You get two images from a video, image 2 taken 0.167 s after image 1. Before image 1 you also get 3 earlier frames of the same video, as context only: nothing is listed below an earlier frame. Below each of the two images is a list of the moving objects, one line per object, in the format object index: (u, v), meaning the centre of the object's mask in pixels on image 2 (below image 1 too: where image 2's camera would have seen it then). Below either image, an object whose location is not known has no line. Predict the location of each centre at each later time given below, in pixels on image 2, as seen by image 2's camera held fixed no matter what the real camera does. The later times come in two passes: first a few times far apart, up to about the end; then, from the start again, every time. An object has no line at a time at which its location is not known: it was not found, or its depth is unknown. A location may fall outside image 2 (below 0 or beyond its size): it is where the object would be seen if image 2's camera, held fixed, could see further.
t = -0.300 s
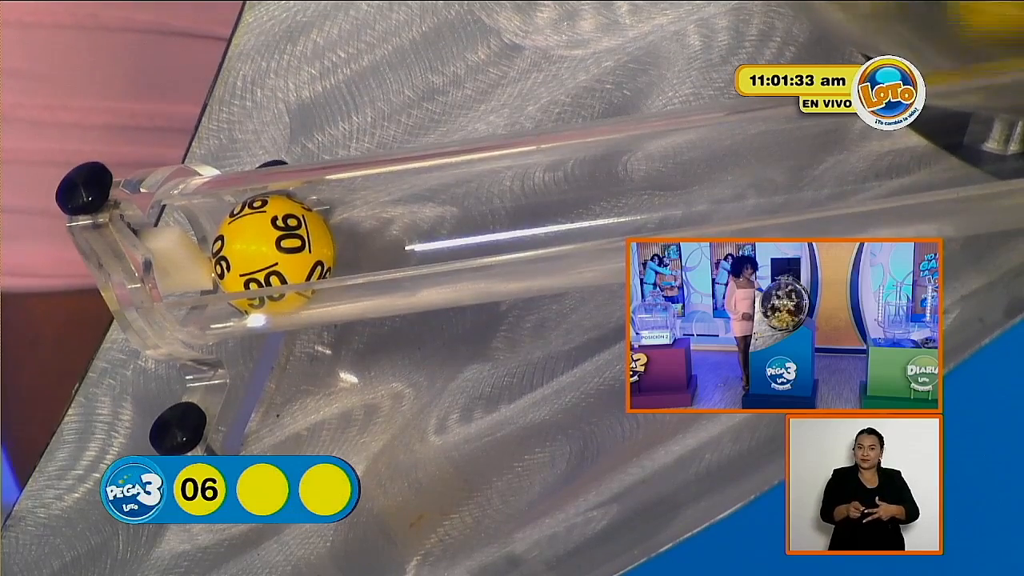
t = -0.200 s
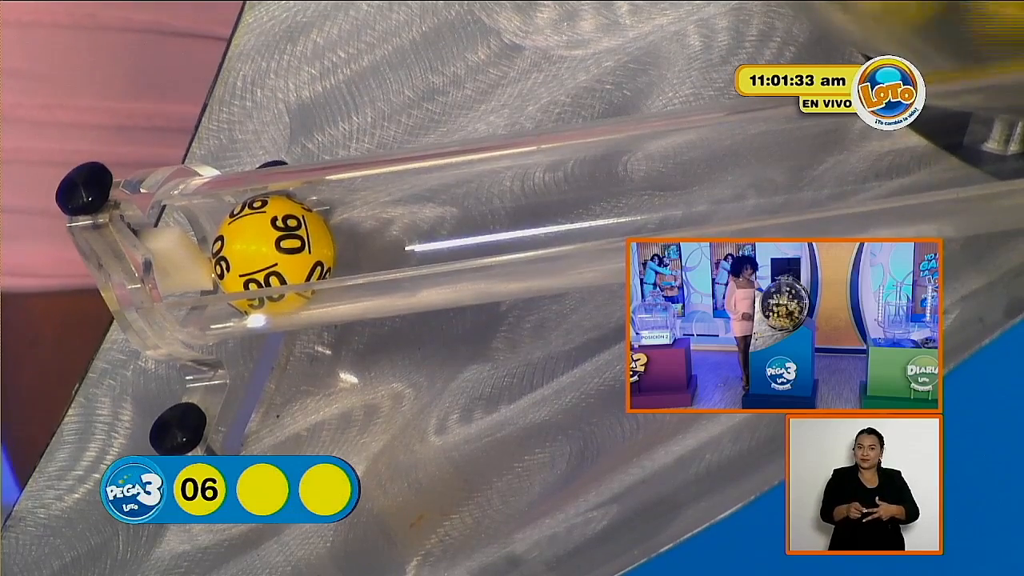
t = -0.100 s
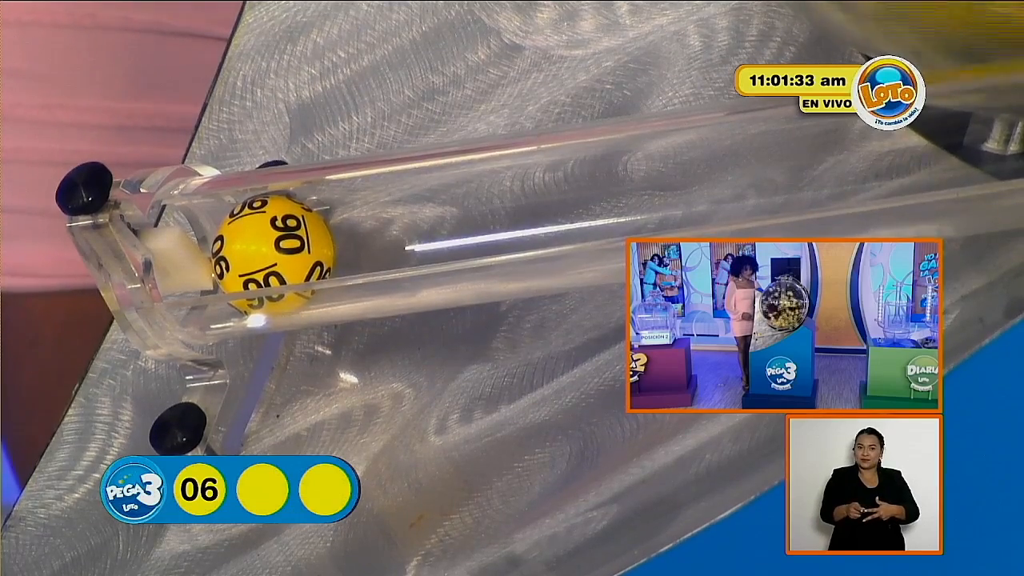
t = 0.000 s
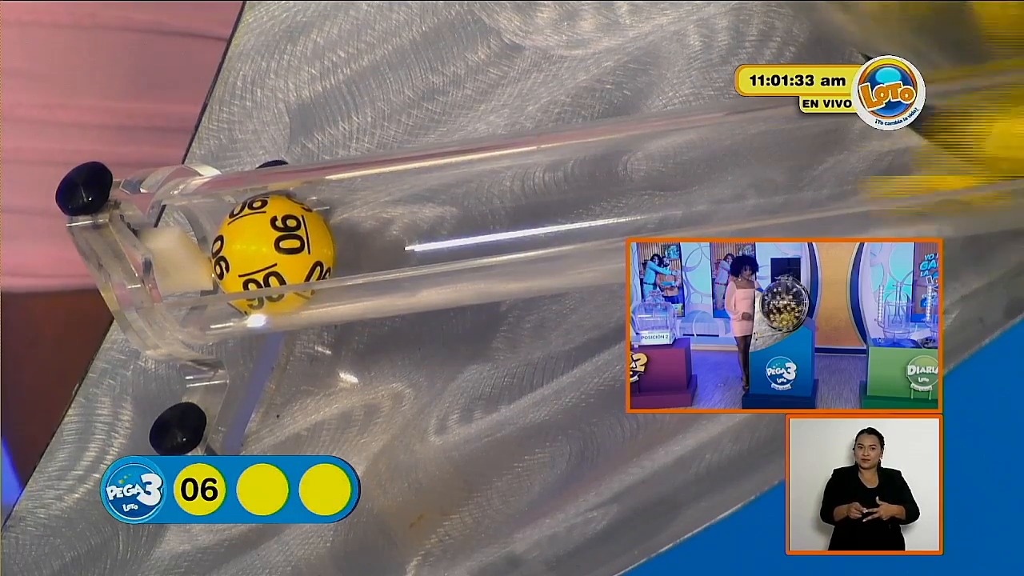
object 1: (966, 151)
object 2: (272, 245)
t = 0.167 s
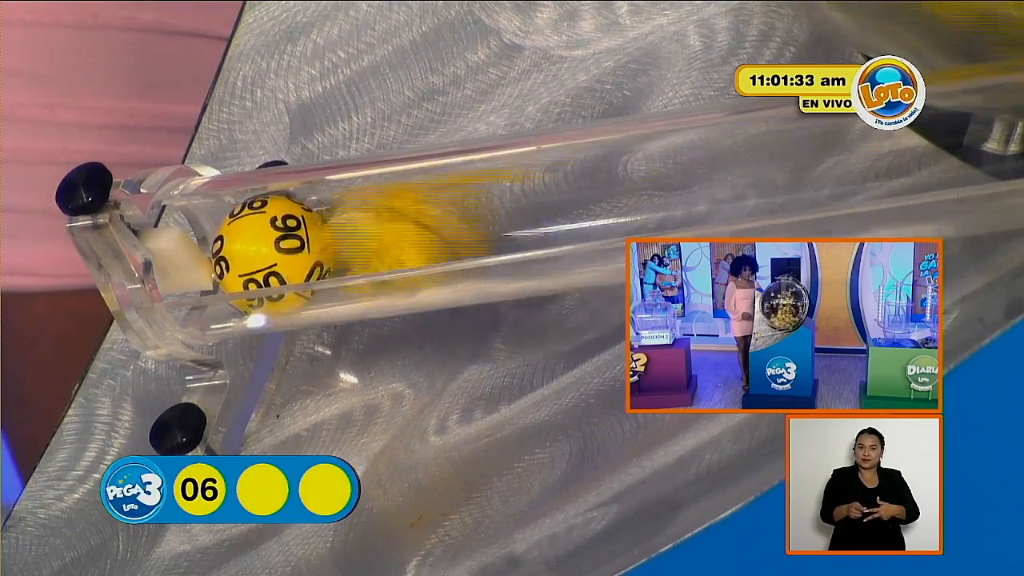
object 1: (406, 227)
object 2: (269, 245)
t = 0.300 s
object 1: (448, 219)
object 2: (281, 242)
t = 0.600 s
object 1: (366, 232)
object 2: (263, 244)
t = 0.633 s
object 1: (365, 233)
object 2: (263, 244)
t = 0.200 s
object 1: (392, 227)
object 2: (273, 241)
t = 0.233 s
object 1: (415, 224)
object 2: (284, 242)
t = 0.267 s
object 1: (441, 221)
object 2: (281, 241)
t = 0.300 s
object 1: (448, 219)
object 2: (281, 242)
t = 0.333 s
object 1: (444, 220)
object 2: (273, 245)
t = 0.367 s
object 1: (437, 222)
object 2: (272, 245)
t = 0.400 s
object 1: (419, 224)
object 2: (271, 245)
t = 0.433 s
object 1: (396, 228)
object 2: (270, 245)
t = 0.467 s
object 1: (381, 230)
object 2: (268, 245)
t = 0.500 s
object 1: (374, 231)
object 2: (268, 244)
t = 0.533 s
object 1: (375, 231)
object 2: (267, 245)
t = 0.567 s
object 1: (371, 232)
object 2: (265, 245)
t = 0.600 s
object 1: (366, 232)
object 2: (263, 244)
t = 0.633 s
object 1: (365, 233)
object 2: (263, 244)
